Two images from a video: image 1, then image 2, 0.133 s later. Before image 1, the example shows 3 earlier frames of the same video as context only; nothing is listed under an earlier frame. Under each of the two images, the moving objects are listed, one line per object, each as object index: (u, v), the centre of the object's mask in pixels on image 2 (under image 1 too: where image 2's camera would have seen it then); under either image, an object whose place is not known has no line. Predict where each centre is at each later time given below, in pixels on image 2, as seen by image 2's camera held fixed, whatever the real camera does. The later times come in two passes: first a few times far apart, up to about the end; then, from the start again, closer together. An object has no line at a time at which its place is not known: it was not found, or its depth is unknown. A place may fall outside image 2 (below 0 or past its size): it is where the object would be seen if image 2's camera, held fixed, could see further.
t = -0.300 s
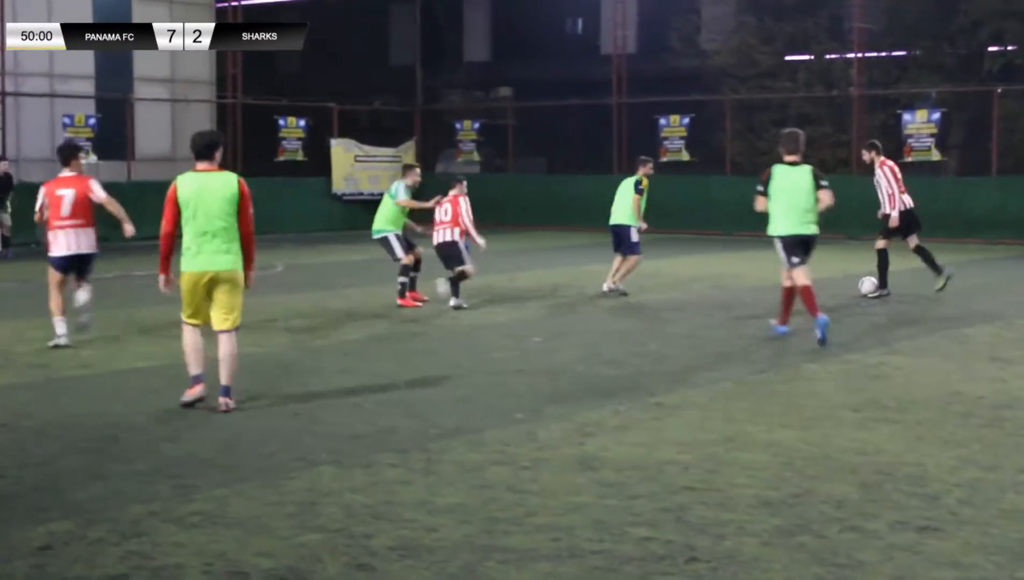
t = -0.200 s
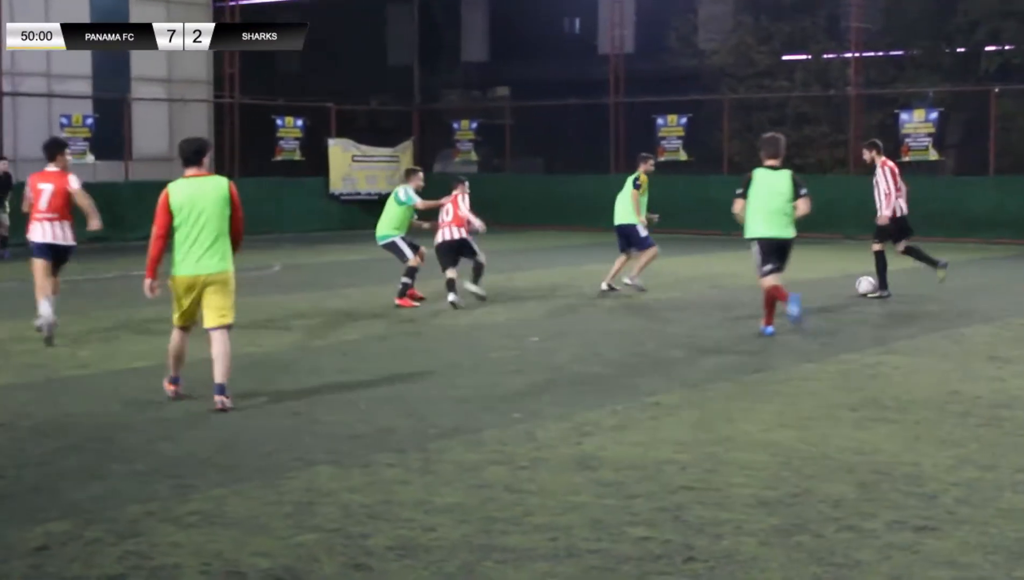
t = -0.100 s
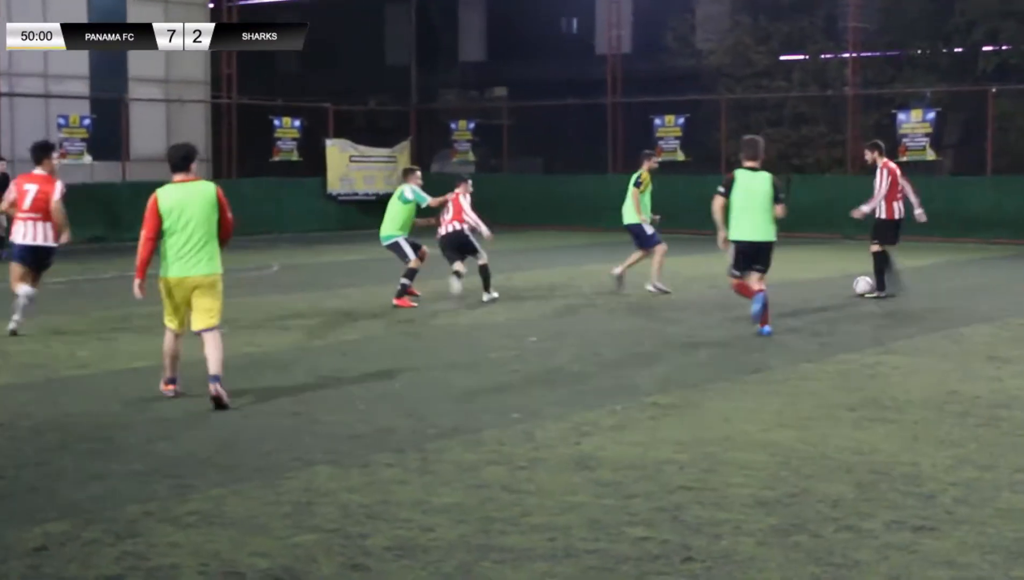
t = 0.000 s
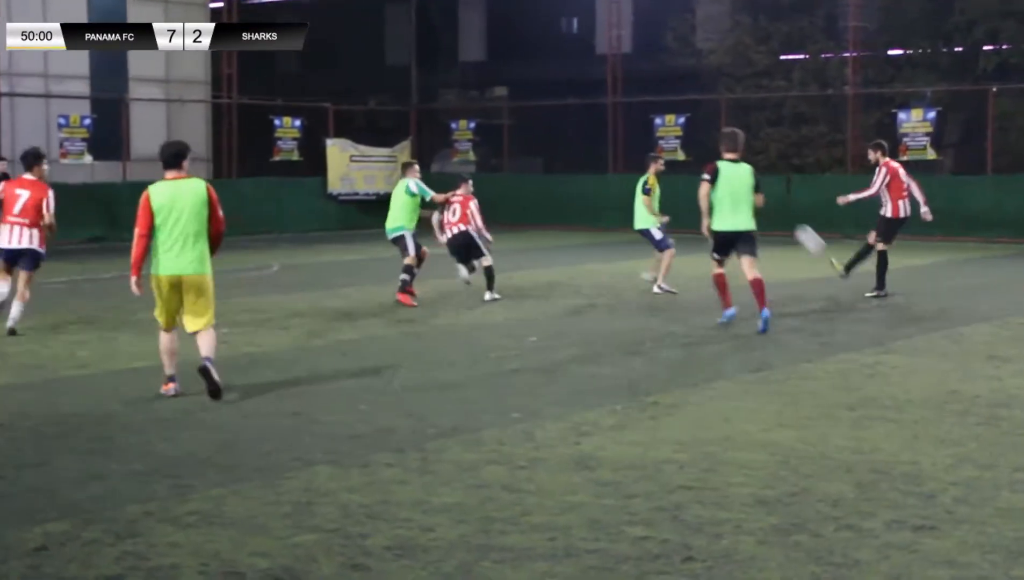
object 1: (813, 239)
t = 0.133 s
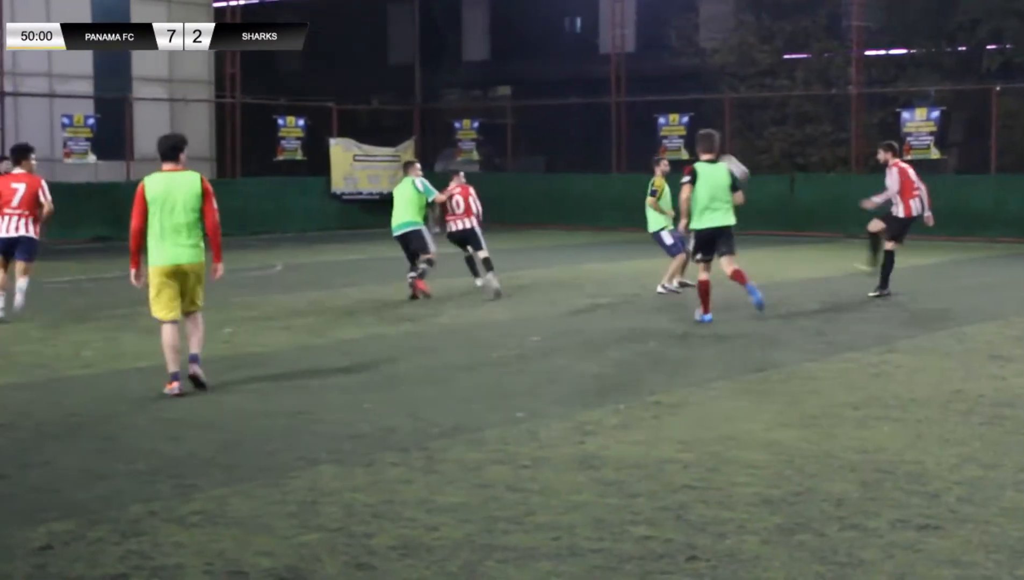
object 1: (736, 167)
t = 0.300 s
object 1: (633, 102)
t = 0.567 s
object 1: (478, 45)
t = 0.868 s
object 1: (312, 51)
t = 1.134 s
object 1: (168, 120)
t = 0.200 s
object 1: (692, 135)
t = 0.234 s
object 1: (674, 125)
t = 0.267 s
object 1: (653, 114)
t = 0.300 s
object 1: (633, 102)
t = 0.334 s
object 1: (614, 92)
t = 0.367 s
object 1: (594, 83)
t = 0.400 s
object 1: (574, 74)
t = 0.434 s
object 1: (555, 66)
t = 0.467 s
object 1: (536, 59)
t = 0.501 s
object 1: (516, 54)
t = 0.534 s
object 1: (498, 49)
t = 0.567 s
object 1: (478, 45)
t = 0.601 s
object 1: (460, 42)
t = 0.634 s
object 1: (441, 40)
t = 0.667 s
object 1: (422, 39)
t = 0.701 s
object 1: (403, 38)
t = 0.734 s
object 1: (385, 39)
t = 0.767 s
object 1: (366, 41)
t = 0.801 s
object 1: (348, 43)
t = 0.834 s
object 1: (330, 47)
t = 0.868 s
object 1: (312, 51)
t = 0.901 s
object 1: (294, 57)
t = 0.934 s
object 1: (276, 63)
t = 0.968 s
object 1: (258, 70)
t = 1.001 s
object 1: (240, 79)
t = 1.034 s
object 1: (223, 88)
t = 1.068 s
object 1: (204, 97)
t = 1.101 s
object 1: (186, 109)
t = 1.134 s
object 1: (168, 120)
